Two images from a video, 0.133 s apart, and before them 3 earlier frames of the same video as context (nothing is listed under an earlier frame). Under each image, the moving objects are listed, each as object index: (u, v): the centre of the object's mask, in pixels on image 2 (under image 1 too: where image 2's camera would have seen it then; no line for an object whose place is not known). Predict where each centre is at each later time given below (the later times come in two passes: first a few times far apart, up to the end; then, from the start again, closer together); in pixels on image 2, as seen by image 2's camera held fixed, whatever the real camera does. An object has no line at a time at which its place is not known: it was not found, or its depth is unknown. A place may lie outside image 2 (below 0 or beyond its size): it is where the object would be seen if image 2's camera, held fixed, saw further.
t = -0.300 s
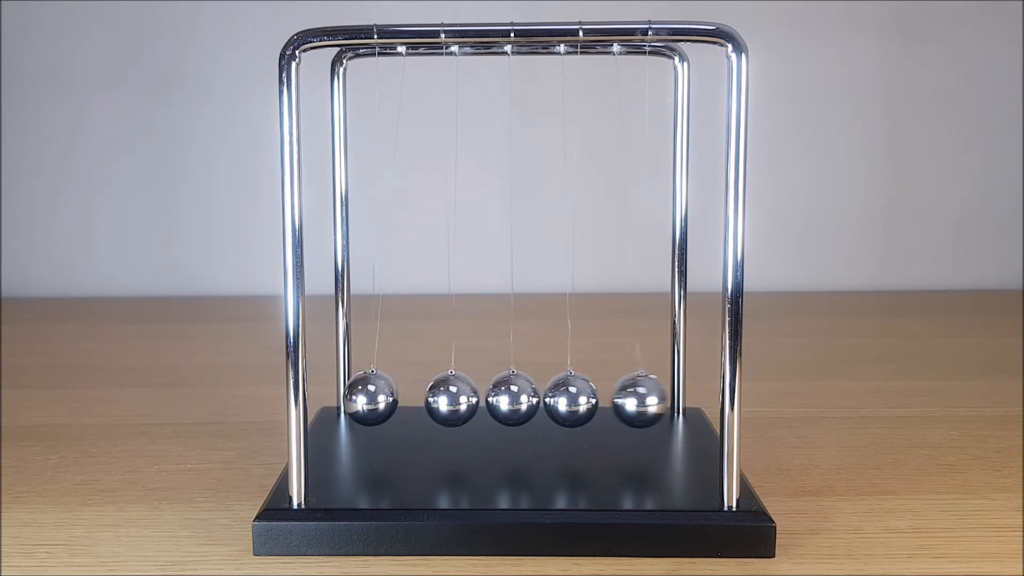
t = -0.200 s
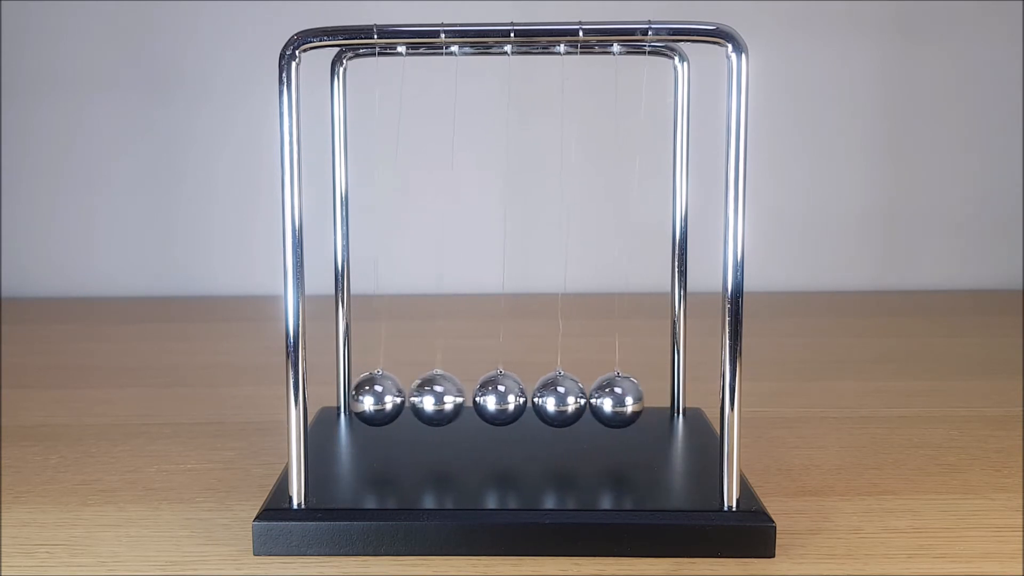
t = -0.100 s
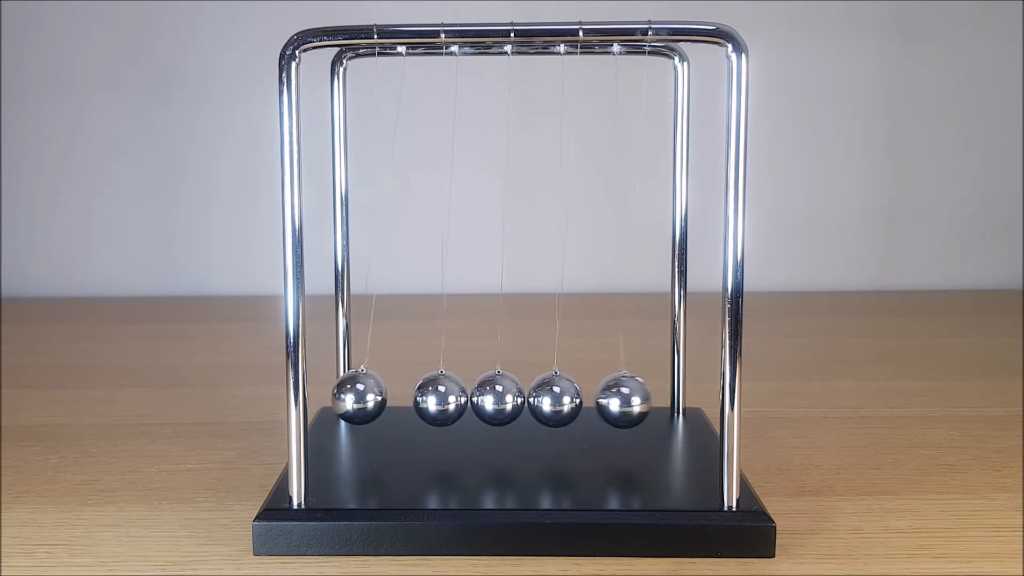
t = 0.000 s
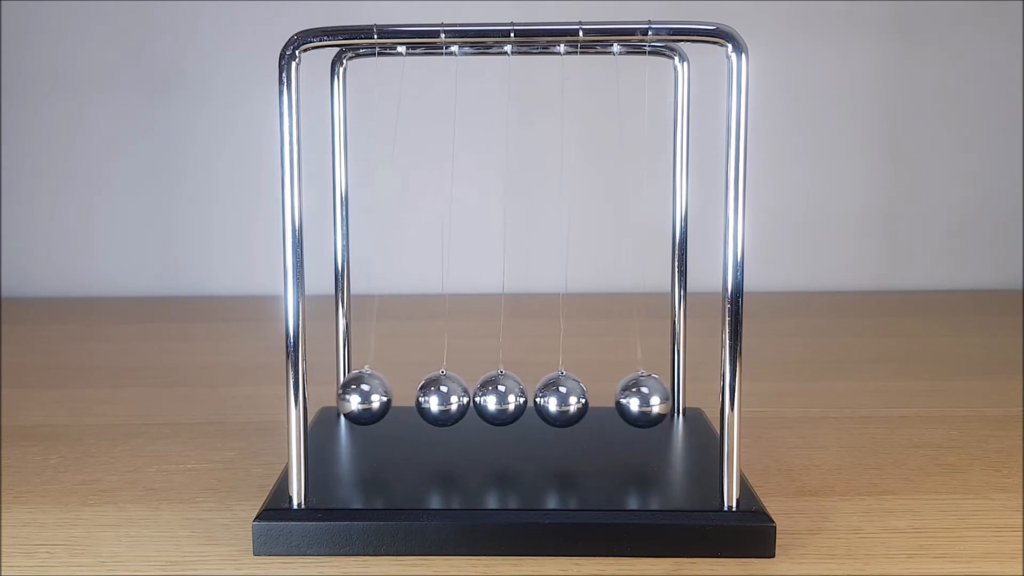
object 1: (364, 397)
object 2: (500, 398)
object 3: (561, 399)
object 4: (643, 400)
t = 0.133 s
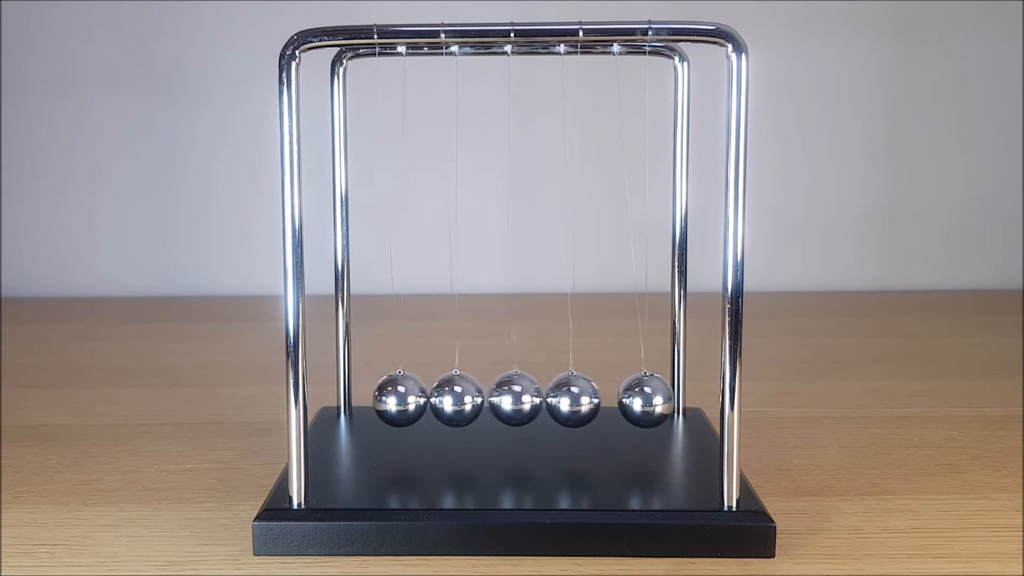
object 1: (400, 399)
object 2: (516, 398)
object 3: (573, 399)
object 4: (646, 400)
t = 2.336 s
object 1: (399, 399)
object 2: (514, 398)
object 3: (575, 399)
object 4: (639, 400)
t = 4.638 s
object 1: (393, 399)
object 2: (522, 398)
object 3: (579, 399)
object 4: (654, 399)
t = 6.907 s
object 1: (388, 399)
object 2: (522, 398)
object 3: (580, 399)
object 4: (644, 400)
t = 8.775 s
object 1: (385, 399)
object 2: (498, 398)
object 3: (555, 399)
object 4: (628, 400)
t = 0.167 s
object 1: (403, 399)
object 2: (518, 398)
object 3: (583, 399)
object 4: (642, 400)
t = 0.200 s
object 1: (406, 399)
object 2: (519, 398)
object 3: (579, 399)
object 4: (649, 399)
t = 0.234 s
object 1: (403, 399)
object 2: (521, 398)
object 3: (577, 400)
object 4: (656, 399)
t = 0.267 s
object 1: (396, 399)
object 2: (522, 398)
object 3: (578, 399)
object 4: (660, 398)
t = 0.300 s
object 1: (389, 399)
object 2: (522, 398)
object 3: (579, 399)
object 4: (662, 398)
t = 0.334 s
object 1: (383, 399)
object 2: (521, 398)
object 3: (578, 399)
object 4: (660, 398)
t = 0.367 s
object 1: (378, 398)
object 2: (519, 398)
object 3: (576, 400)
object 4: (654, 399)
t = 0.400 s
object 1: (374, 398)
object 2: (517, 398)
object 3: (573, 399)
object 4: (648, 399)
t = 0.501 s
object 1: (375, 398)
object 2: (503, 398)
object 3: (562, 400)
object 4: (619, 400)
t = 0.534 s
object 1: (379, 398)
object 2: (501, 398)
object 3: (558, 399)
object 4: (615, 400)
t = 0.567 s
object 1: (371, 398)
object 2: (499, 398)
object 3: (556, 399)
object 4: (613, 400)
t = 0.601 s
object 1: (365, 397)
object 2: (497, 398)
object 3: (555, 399)
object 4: (616, 400)
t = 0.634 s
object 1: (360, 397)
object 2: (496, 398)
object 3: (556, 399)
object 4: (624, 400)
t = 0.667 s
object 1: (359, 396)
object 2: (496, 398)
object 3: (556, 399)
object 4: (630, 400)
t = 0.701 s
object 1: (361, 397)
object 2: (498, 398)
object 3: (558, 399)
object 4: (636, 400)
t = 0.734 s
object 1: (366, 397)
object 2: (500, 398)
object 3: (560, 399)
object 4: (641, 400)
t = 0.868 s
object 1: (401, 399)
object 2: (514, 398)
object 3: (573, 400)
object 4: (644, 400)
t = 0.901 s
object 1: (404, 399)
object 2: (517, 398)
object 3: (582, 399)
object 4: (641, 400)
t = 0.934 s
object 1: (406, 399)
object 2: (520, 398)
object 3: (577, 399)
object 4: (649, 399)
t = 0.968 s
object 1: (403, 399)
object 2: (521, 398)
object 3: (578, 399)
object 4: (655, 399)
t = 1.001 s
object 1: (396, 399)
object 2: (522, 398)
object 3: (579, 399)
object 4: (659, 399)
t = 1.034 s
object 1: (389, 399)
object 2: (522, 398)
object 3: (579, 399)
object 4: (660, 398)
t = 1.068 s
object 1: (384, 399)
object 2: (521, 398)
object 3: (578, 399)
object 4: (658, 399)
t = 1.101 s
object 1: (379, 398)
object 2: (519, 398)
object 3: (576, 399)
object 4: (652, 399)
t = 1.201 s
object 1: (375, 398)
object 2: (509, 398)
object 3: (565, 399)
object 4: (625, 400)
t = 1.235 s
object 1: (377, 398)
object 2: (505, 398)
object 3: (561, 399)
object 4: (618, 400)
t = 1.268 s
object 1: (379, 398)
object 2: (501, 398)
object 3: (558, 399)
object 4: (616, 400)
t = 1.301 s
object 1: (371, 398)
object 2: (499, 398)
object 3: (556, 399)
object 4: (614, 400)
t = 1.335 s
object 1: (365, 397)
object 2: (497, 398)
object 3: (556, 399)
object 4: (617, 400)
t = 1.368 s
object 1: (361, 397)
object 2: (497, 398)
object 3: (556, 399)
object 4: (624, 400)
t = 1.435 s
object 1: (363, 397)
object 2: (498, 398)
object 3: (557, 399)
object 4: (636, 400)
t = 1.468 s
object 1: (368, 397)
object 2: (500, 398)
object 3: (559, 399)
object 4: (640, 400)
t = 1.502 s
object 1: (376, 398)
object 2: (503, 398)
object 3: (561, 399)
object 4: (643, 400)
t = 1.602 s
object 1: (400, 399)
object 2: (514, 398)
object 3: (574, 400)
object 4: (642, 400)
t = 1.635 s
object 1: (403, 399)
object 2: (518, 398)
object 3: (581, 399)
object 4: (641, 400)
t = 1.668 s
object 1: (405, 399)
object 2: (520, 398)
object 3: (577, 400)
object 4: (649, 399)
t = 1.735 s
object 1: (395, 399)
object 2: (522, 398)
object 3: (579, 399)
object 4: (658, 399)
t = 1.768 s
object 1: (389, 399)
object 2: (522, 398)
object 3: (579, 399)
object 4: (658, 399)
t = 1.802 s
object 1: (384, 399)
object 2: (521, 398)
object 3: (577, 399)
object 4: (656, 399)
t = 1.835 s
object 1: (380, 398)
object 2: (518, 398)
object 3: (575, 399)
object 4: (651, 399)
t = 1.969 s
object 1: (379, 398)
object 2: (504, 398)
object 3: (561, 400)
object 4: (620, 400)
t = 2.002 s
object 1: (379, 398)
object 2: (501, 398)
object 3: (558, 399)
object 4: (617, 400)
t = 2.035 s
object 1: (371, 398)
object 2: (499, 398)
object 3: (556, 399)
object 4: (614, 400)
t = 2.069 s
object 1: (365, 397)
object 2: (497, 398)
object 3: (556, 399)
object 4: (618, 400)
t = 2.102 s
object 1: (362, 397)
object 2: (497, 398)
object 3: (555, 399)
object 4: (624, 400)
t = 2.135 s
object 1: (362, 397)
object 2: (497, 398)
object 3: (555, 399)
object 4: (630, 400)
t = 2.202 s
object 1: (370, 398)
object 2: (501, 398)
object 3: (557, 399)
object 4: (639, 400)
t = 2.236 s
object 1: (377, 398)
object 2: (503, 398)
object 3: (560, 399)
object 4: (642, 400)
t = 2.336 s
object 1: (399, 399)
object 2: (514, 398)
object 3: (575, 399)
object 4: (639, 400)
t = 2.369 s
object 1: (402, 399)
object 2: (517, 398)
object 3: (579, 399)
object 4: (641, 400)
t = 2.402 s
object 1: (405, 399)
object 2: (520, 398)
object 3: (576, 400)
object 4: (649, 399)
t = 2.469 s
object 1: (395, 399)
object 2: (522, 398)
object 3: (579, 399)
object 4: (657, 399)
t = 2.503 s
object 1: (390, 399)
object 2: (521, 398)
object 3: (579, 399)
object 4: (657, 399)
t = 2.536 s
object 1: (385, 399)
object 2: (520, 398)
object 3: (577, 399)
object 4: (654, 399)
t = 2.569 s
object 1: (381, 398)
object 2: (518, 398)
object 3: (575, 399)
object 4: (649, 399)
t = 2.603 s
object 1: (379, 398)
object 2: (515, 398)
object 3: (573, 399)
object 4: (642, 400)
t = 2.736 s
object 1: (378, 398)
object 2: (501, 398)
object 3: (558, 400)
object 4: (617, 400)
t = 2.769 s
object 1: (371, 398)
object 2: (499, 398)
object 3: (557, 399)
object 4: (615, 400)
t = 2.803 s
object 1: (366, 397)
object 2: (498, 398)
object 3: (555, 399)
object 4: (620, 400)
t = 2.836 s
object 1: (363, 397)
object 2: (497, 398)
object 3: (554, 399)
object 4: (625, 400)
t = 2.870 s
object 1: (363, 397)
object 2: (497, 398)
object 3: (553, 399)
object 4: (630, 400)
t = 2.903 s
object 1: (366, 397)
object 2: (498, 398)
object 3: (554, 399)
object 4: (634, 400)
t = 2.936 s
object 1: (372, 398)
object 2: (500, 398)
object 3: (557, 399)
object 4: (638, 400)
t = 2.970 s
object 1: (379, 398)
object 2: (503, 398)
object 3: (560, 399)
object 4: (640, 400)
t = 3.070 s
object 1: (400, 399)
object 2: (514, 398)
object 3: (576, 399)
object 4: (638, 400)
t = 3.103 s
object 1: (403, 399)
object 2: (517, 398)
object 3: (577, 399)
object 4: (642, 400)
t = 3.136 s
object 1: (404, 399)
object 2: (519, 398)
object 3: (576, 400)
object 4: (649, 399)
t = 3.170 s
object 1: (399, 399)
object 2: (521, 398)
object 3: (577, 399)
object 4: (654, 399)
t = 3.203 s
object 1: (394, 399)
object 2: (522, 398)
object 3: (578, 399)
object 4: (656, 399)
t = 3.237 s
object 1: (390, 399)
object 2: (522, 398)
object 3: (579, 399)
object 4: (656, 399)
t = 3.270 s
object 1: (385, 399)
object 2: (520, 398)
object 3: (578, 399)
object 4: (653, 399)
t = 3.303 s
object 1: (382, 398)
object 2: (518, 398)
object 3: (576, 400)
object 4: (647, 400)
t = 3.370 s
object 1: (381, 398)
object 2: (509, 398)
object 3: (565, 400)
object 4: (623, 400)
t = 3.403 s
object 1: (383, 398)
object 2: (505, 398)
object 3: (561, 400)
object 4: (619, 400)
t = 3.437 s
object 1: (378, 398)
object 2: (502, 398)
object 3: (558, 400)
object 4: (616, 400)
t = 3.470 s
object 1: (371, 398)
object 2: (500, 398)
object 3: (556, 399)
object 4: (616, 400)
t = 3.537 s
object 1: (364, 397)
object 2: (497, 398)
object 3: (553, 399)
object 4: (626, 400)
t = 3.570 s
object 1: (365, 397)
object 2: (497, 398)
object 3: (553, 399)
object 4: (630, 400)
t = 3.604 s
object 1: (368, 397)
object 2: (498, 398)
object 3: (555, 399)
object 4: (634, 400)
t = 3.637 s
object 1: (374, 398)
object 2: (500, 398)
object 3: (557, 399)
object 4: (637, 400)
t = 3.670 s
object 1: (381, 398)
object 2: (503, 398)
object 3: (559, 399)
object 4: (639, 400)
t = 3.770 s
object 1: (401, 399)
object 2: (513, 398)
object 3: (577, 399)
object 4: (636, 400)
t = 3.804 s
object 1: (404, 399)
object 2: (517, 398)
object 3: (575, 399)
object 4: (643, 400)
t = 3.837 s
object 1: (403, 399)
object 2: (519, 398)
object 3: (576, 399)
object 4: (649, 399)
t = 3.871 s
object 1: (398, 399)
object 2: (521, 398)
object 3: (578, 399)
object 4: (653, 399)
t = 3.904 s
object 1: (394, 399)
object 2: (522, 398)
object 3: (579, 399)
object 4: (655, 399)
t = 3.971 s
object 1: (386, 399)
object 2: (521, 398)
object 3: (578, 399)
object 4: (651, 399)
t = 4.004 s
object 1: (383, 398)
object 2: (519, 398)
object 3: (576, 399)
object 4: (645, 400)
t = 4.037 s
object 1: (382, 399)
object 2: (516, 398)
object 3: (573, 399)
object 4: (638, 400)
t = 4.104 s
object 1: (383, 398)
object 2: (509, 398)
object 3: (566, 399)
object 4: (623, 400)
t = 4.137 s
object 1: (384, 399)
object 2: (505, 398)
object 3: (562, 399)
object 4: (619, 400)
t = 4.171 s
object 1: (377, 398)
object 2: (502, 398)
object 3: (559, 399)
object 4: (616, 400)
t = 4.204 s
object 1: (371, 398)
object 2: (500, 398)
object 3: (556, 399)
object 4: (617, 400)
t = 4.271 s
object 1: (365, 397)
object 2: (497, 398)
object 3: (553, 399)
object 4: (626, 400)
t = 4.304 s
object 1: (366, 397)
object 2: (497, 398)
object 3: (553, 399)
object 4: (630, 400)
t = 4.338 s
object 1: (370, 398)
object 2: (497, 398)
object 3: (554, 399)
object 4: (634, 400)
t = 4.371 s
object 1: (376, 398)
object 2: (499, 398)
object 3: (556, 399)
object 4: (636, 400)
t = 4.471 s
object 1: (397, 399)
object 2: (510, 398)
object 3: (569, 400)
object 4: (636, 400)
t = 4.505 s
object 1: (400, 399)
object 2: (513, 398)
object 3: (577, 399)
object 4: (635, 400)
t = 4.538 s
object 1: (404, 399)
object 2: (517, 398)
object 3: (574, 399)
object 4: (643, 400)
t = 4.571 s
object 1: (401, 399)
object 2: (519, 398)
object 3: (576, 399)
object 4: (648, 400)
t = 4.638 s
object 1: (393, 399)
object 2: (522, 398)
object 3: (579, 399)
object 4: (654, 399)
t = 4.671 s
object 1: (390, 399)
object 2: (523, 398)
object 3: (579, 399)
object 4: (653, 399)
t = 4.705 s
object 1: (386, 398)
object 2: (522, 398)
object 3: (578, 399)
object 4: (649, 399)
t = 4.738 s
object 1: (384, 398)
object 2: (520, 398)
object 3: (576, 399)
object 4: (643, 400)
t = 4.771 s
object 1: (383, 398)
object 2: (517, 398)
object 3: (573, 399)
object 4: (635, 400)
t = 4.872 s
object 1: (385, 398)
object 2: (506, 398)
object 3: (562, 399)
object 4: (619, 400)
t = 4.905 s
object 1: (377, 398)
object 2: (502, 398)
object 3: (559, 399)
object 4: (616, 400)
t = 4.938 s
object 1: (371, 398)
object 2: (499, 398)
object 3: (556, 399)
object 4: (619, 400)
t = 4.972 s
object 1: (368, 397)
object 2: (497, 398)
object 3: (554, 399)
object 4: (623, 400)
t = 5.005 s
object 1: (367, 397)
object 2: (496, 398)
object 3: (553, 399)
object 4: (627, 400)
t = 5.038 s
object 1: (368, 397)
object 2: (496, 398)
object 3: (553, 399)
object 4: (630, 400)
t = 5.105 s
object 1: (377, 398)
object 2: (499, 398)
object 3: (555, 399)
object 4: (635, 400)
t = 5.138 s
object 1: (385, 398)
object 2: (502, 398)
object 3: (558, 399)
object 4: (636, 400)
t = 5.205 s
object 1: (396, 399)
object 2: (509, 398)
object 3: (571, 400)
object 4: (634, 400)
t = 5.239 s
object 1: (400, 399)
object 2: (513, 398)
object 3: (575, 399)
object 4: (636, 400)
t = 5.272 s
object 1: (403, 399)
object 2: (516, 398)
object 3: (573, 399)
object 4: (643, 400)
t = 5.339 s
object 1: (396, 399)
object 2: (521, 398)
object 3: (578, 399)
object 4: (652, 399)
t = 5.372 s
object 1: (393, 399)
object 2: (522, 398)
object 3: (579, 399)
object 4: (653, 399)
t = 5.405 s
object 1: (389, 399)
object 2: (522, 398)
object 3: (579, 399)
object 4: (651, 399)
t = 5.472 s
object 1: (385, 398)
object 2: (520, 398)
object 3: (576, 399)
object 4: (642, 400)
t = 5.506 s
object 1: (384, 399)
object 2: (517, 398)
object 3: (573, 399)
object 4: (634, 400)
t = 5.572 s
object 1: (386, 399)
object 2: (510, 398)
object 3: (566, 399)
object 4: (623, 400)
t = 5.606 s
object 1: (384, 398)
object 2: (506, 398)
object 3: (562, 399)
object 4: (619, 400)
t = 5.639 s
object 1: (377, 398)
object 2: (503, 398)
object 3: (559, 399)
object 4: (617, 400)
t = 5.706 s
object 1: (369, 397)
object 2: (497, 398)
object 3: (553, 399)
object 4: (624, 400)
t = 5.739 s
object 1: (368, 397)
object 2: (496, 398)
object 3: (552, 399)
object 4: (627, 400)
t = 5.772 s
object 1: (370, 398)
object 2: (496, 398)
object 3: (552, 399)
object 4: (630, 400)
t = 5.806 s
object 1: (374, 398)
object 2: (497, 398)
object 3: (553, 399)
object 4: (633, 400)
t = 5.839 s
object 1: (379, 398)
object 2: (499, 398)
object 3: (555, 399)
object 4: (634, 400)
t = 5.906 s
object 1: (392, 399)
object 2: (505, 398)
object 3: (563, 399)
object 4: (634, 400)
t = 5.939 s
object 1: (396, 399)
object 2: (509, 398)
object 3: (572, 399)
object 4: (632, 400)
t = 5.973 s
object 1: (400, 399)
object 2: (513, 398)
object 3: (573, 399)
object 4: (636, 400)
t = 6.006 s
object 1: (402, 399)
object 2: (516, 398)
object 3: (573, 399)
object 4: (643, 400)
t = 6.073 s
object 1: (395, 399)
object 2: (521, 398)
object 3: (578, 399)
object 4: (651, 399)
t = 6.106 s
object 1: (392, 399)
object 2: (523, 398)
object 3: (579, 399)
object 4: (651, 399)
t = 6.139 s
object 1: (390, 399)
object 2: (523, 398)
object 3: (579, 399)
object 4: (650, 399)
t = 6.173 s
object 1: (387, 399)
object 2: (522, 398)
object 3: (578, 399)
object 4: (646, 400)
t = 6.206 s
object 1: (386, 399)
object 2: (520, 398)
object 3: (577, 399)
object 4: (639, 400)
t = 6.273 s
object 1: (386, 398)
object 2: (514, 398)
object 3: (570, 399)
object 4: (627, 400)
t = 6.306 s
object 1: (388, 399)
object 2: (510, 398)
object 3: (566, 399)
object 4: (623, 400)
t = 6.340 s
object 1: (383, 398)
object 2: (506, 398)
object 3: (562, 399)
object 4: (619, 400)
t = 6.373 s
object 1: (377, 398)
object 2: (503, 398)
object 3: (559, 399)
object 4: (618, 400)
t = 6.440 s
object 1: (370, 397)
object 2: (497, 398)
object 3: (553, 399)
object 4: (625, 400)
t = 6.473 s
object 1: (369, 397)
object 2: (496, 398)
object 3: (552, 399)
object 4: (627, 400)
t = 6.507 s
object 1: (371, 398)
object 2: (495, 398)
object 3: (552, 399)
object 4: (630, 400)
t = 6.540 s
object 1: (375, 398)
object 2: (496, 398)
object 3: (552, 399)
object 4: (632, 400)
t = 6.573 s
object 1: (381, 398)
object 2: (498, 398)
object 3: (554, 399)
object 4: (633, 400)
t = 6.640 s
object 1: (392, 399)
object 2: (505, 398)
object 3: (565, 400)
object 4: (632, 400)
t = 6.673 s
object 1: (396, 399)
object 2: (509, 398)
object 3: (573, 399)
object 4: (631, 400)
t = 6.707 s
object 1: (400, 399)
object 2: (513, 398)
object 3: (572, 399)
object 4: (637, 400)
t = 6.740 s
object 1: (400, 399)
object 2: (516, 398)
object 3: (573, 399)
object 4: (643, 400)
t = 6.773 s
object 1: (398, 399)
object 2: (519, 398)
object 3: (576, 399)
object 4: (647, 400)
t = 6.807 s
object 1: (395, 399)
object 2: (522, 398)
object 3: (578, 399)
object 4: (650, 399)
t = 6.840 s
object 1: (392, 399)
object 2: (523, 398)
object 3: (580, 399)
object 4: (650, 399)
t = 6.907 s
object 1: (388, 399)
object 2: (522, 398)
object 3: (580, 399)
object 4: (644, 400)
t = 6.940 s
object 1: (388, 399)
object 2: (520, 398)
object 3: (578, 399)
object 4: (638, 400)
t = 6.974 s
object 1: (388, 399)
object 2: (517, 398)
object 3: (574, 399)
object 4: (631, 400)
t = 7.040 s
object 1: (389, 399)
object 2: (510, 398)
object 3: (567, 399)
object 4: (624, 400)
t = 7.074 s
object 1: (383, 399)
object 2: (506, 398)
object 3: (562, 399)
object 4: (620, 400)
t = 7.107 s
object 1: (377, 398)
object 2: (502, 398)
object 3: (560, 399)
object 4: (620, 400)
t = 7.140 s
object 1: (373, 398)
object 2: (499, 398)
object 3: (557, 399)
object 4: (623, 400)
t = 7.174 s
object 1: (371, 398)
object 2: (497, 398)
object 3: (554, 399)
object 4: (625, 400)
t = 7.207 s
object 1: (371, 398)
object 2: (495, 398)
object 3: (553, 399)
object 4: (627, 400)
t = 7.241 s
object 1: (373, 398)
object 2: (495, 398)
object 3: (552, 399)
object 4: (629, 400)
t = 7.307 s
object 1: (383, 398)
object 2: (498, 398)
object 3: (555, 399)
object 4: (631, 400)
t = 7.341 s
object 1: (388, 399)
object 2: (501, 398)
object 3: (559, 399)
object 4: (631, 400)
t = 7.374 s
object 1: (392, 399)
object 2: (505, 398)
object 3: (566, 399)
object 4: (630, 400)
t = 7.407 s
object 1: (395, 399)
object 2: (509, 398)
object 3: (572, 399)
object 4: (630, 400)
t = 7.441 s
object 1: (399, 399)
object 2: (513, 398)
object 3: (570, 399)
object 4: (637, 400)
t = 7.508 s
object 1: (397, 399)
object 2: (519, 398)
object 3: (576, 399)
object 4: (647, 400)
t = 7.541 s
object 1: (394, 399)
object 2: (522, 398)
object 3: (579, 399)
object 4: (648, 399)
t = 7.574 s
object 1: (392, 399)
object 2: (523, 398)
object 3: (580, 399)
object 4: (648, 399)
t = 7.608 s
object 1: (390, 399)
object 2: (523, 398)
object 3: (580, 399)
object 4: (646, 400)
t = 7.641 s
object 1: (389, 399)
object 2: (523, 398)
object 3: (579, 399)
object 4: (642, 400)
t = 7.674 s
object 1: (389, 399)
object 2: (521, 398)
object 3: (578, 399)
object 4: (636, 400)
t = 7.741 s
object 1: (390, 399)
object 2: (514, 398)
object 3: (571, 399)
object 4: (628, 400)
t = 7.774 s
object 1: (388, 399)
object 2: (510, 398)
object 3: (567, 399)
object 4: (624, 400)
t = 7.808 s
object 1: (382, 399)
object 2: (506, 398)
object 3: (563, 399)
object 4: (620, 400)
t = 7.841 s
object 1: (377, 398)
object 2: (503, 398)
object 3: (559, 399)
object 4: (621, 400)
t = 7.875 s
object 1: (374, 398)
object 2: (500, 398)
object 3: (556, 399)
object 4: (624, 400)
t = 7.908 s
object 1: (372, 398)
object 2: (497, 398)
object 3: (553, 399)
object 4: (626, 400)
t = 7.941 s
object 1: (372, 398)
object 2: (495, 398)
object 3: (552, 399)
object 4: (627, 400)
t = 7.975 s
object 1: (375, 398)
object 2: (495, 398)
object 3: (551, 399)
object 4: (629, 400)
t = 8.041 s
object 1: (385, 399)
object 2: (498, 398)
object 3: (554, 399)
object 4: (630, 400)
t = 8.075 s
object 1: (388, 399)
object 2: (501, 398)
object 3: (560, 399)
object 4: (629, 400)
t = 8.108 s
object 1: (392, 399)
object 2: (505, 398)
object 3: (568, 400)
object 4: (628, 400)
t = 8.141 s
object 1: (396, 399)
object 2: (509, 398)
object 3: (570, 399)
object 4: (631, 400)
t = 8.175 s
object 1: (399, 399)
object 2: (512, 398)
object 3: (569, 399)
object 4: (637, 400)
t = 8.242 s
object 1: (395, 399)
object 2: (519, 398)
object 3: (576, 399)
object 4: (646, 400)
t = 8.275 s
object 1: (394, 399)
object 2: (522, 398)
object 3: (578, 399)
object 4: (647, 400)
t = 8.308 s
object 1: (392, 399)
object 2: (523, 398)
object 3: (580, 399)
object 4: (647, 400)
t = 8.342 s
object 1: (391, 399)
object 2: (524, 398)
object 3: (580, 399)
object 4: (644, 400)
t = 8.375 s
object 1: (391, 399)
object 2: (523, 398)
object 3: (580, 399)
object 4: (639, 400)
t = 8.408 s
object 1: (391, 399)
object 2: (521, 398)
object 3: (577, 399)
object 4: (634, 400)
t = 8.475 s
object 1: (392, 399)
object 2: (514, 398)
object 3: (571, 399)
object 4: (627, 400)
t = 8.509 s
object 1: (388, 399)
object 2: (510, 398)
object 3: (567, 399)
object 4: (624, 400)
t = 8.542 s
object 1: (382, 399)
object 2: (506, 398)
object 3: (563, 399)
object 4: (621, 400)
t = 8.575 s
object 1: (378, 398)
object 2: (502, 398)
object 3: (559, 399)
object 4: (623, 400)
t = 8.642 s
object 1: (373, 398)
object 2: (497, 398)
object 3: (553, 399)
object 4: (626, 400)
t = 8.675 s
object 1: (374, 398)
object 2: (495, 398)
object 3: (551, 399)
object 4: (627, 400)
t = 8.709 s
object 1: (376, 398)
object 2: (495, 398)
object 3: (551, 399)
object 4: (628, 400)
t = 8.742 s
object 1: (381, 398)
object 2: (496, 398)
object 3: (552, 399)
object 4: (628, 400)
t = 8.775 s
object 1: (385, 399)
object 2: (498, 398)
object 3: (555, 399)
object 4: (628, 400)
